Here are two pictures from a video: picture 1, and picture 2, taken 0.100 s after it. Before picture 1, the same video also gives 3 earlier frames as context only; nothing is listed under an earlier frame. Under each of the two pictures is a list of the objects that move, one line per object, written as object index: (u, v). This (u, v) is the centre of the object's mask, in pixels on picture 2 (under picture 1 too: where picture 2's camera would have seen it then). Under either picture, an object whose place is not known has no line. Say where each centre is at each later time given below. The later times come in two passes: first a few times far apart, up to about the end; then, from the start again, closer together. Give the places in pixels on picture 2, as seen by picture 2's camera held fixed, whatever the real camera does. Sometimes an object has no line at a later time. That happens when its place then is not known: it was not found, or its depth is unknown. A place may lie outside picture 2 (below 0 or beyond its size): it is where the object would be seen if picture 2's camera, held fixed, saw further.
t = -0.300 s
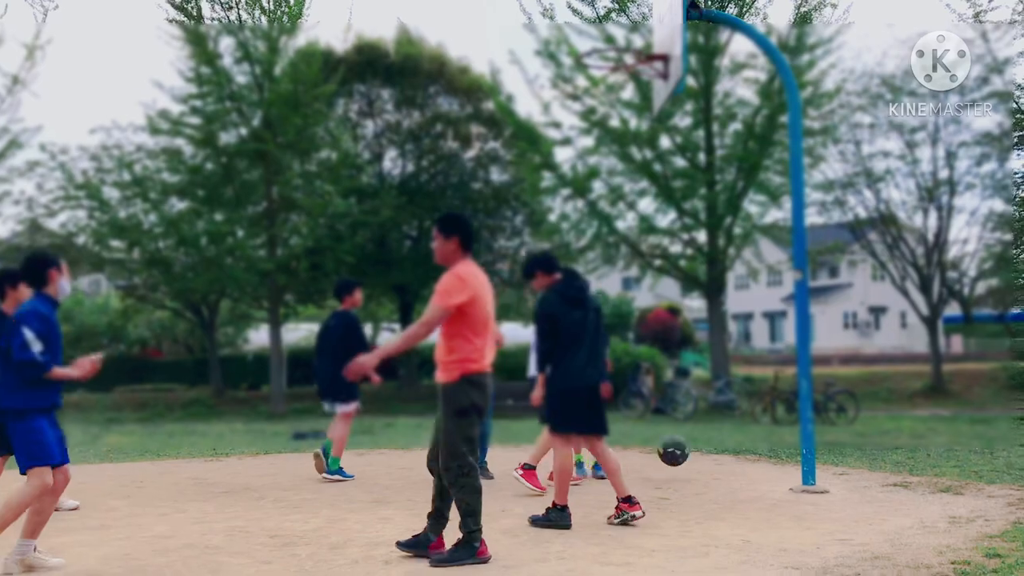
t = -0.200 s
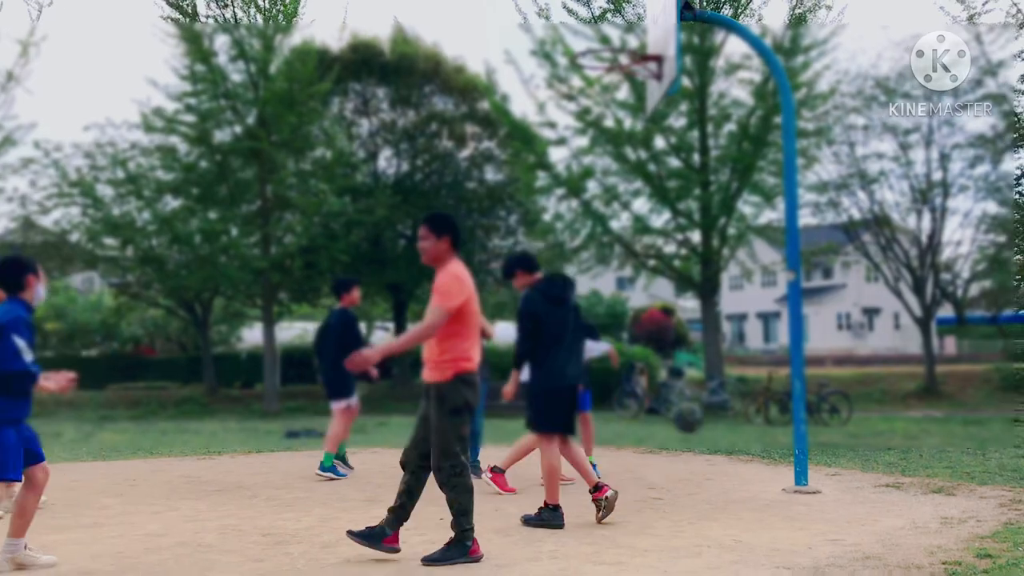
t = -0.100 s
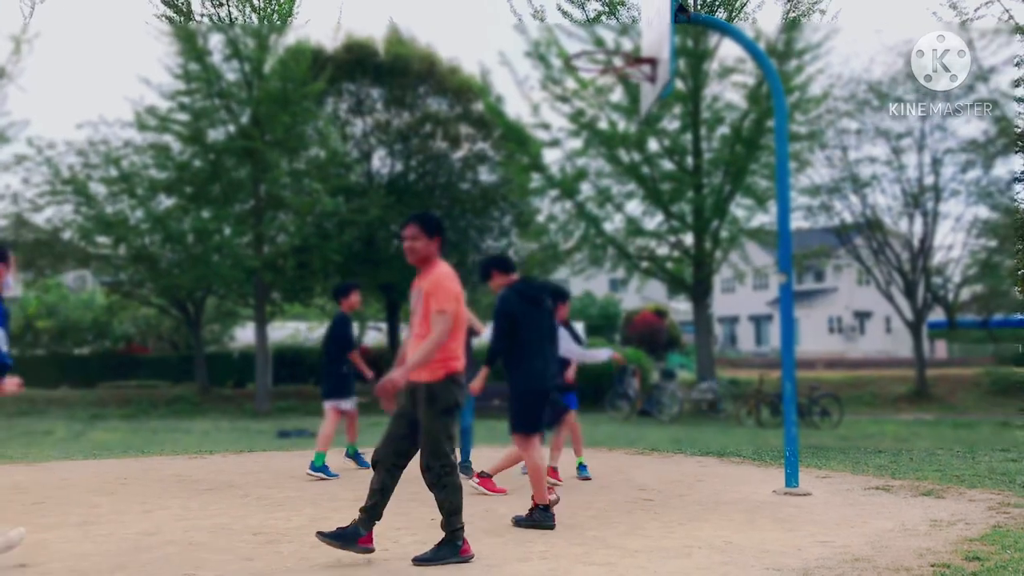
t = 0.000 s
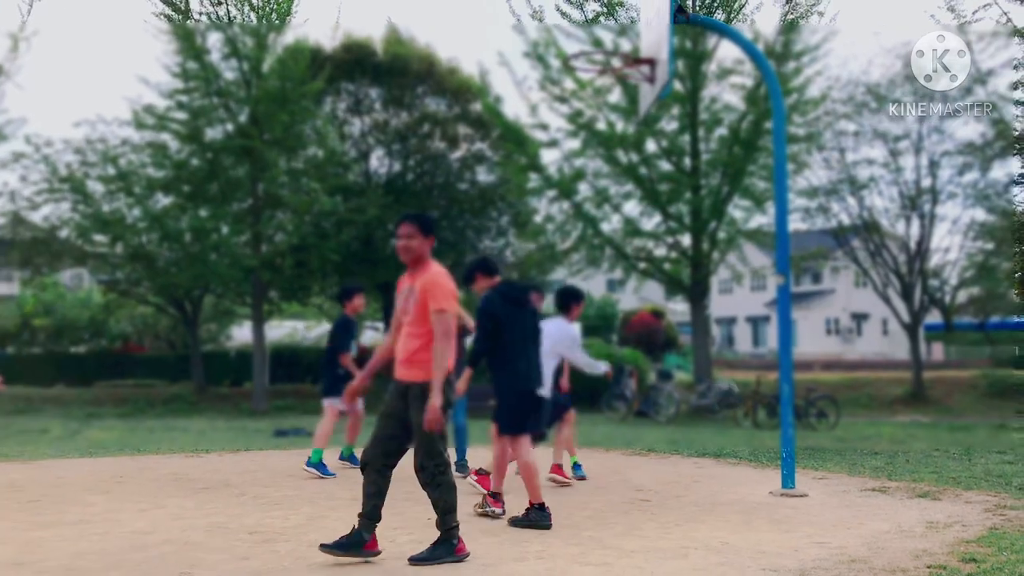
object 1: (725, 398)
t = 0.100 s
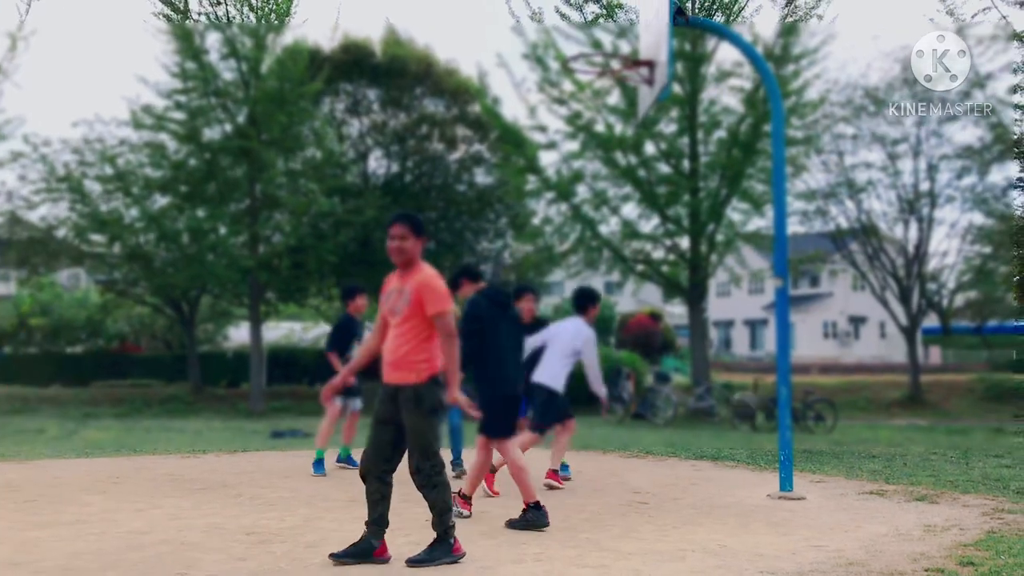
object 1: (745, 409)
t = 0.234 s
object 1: (769, 438)
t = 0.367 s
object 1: (802, 444)
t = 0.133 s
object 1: (751, 412)
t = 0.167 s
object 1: (759, 419)
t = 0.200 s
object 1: (765, 428)
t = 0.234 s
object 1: (769, 438)
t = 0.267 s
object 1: (772, 451)
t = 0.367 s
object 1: (802, 444)
